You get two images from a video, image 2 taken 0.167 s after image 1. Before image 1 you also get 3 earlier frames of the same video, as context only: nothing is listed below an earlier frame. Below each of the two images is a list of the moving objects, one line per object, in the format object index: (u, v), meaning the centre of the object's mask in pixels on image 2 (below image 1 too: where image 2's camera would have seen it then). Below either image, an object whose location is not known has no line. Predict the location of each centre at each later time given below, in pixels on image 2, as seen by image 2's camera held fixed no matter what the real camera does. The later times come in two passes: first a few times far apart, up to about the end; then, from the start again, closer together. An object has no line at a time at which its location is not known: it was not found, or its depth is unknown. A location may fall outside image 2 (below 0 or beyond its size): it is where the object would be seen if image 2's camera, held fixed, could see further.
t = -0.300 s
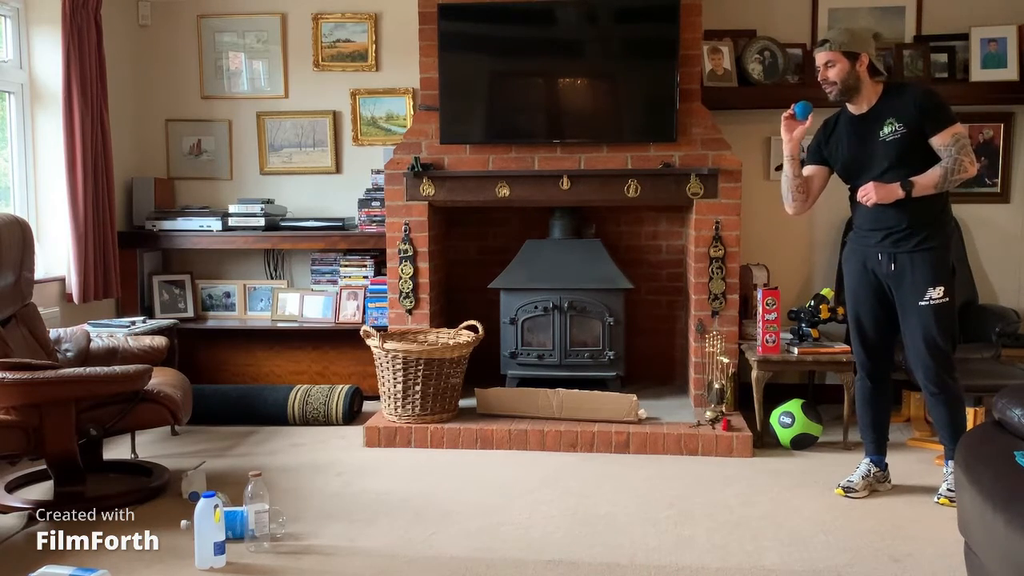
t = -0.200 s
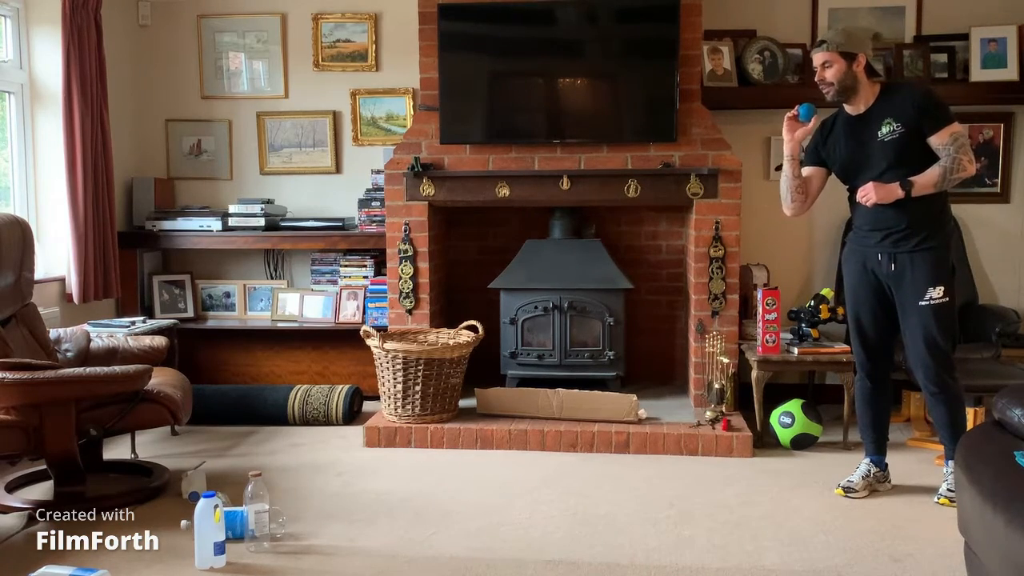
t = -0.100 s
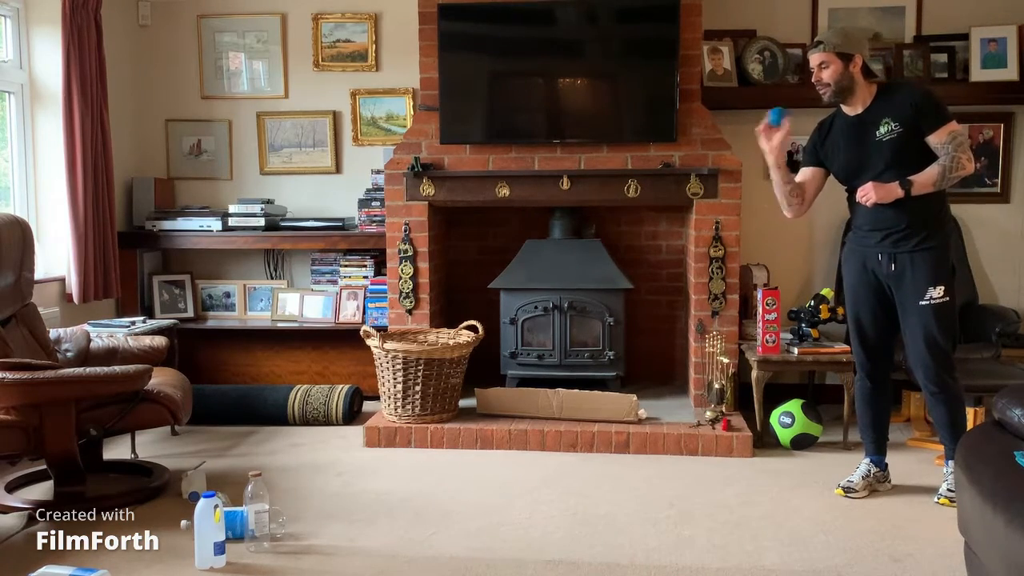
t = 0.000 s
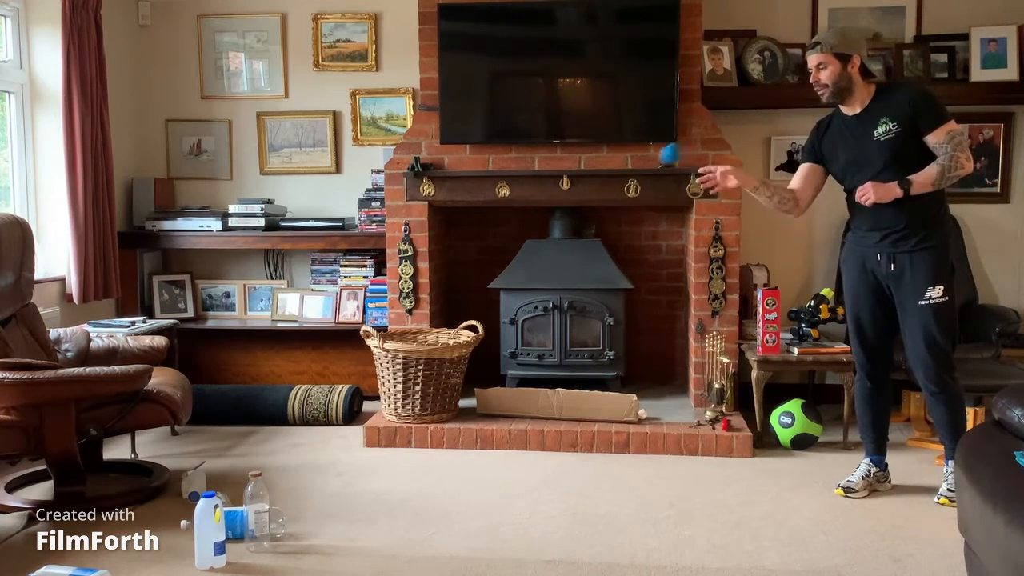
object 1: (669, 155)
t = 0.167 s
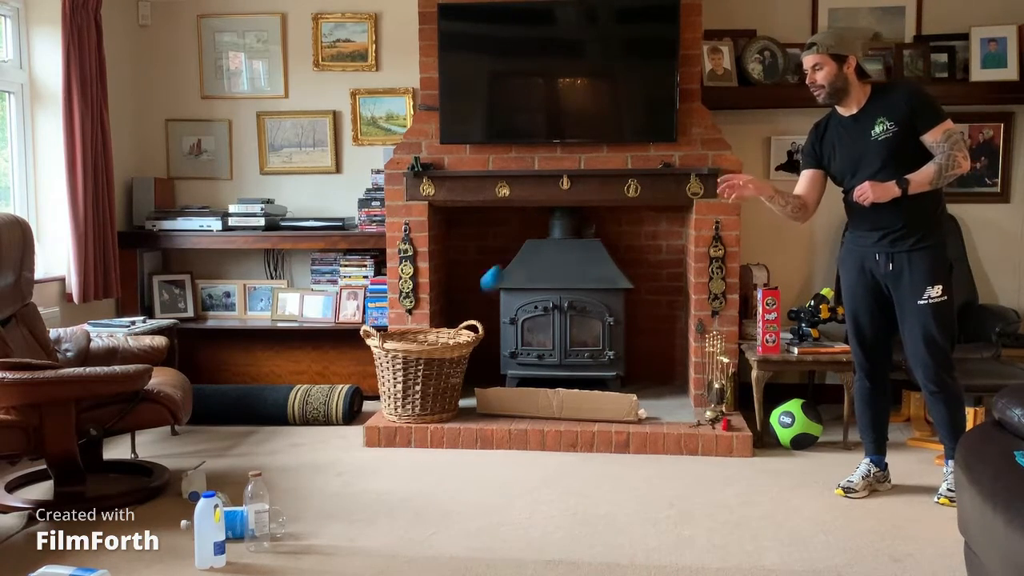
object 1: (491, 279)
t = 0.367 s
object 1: (291, 530)
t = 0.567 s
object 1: (368, 461)
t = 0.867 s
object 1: (493, 559)
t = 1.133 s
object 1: (604, 566)
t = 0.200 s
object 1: (458, 313)
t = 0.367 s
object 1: (291, 530)
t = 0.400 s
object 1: (304, 513)
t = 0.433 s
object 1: (316, 496)
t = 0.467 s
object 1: (329, 483)
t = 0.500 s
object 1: (342, 472)
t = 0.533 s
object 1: (354, 465)
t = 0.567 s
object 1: (368, 461)
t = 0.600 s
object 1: (381, 460)
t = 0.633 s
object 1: (395, 463)
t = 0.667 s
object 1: (408, 469)
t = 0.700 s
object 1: (421, 481)
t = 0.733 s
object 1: (436, 493)
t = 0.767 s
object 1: (450, 510)
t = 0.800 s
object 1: (464, 532)
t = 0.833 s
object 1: (478, 556)
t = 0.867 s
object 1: (493, 559)
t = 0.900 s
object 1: (506, 548)
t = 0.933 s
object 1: (519, 540)
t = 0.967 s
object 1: (533, 535)
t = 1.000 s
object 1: (547, 534)
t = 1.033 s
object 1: (562, 537)
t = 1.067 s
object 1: (575, 543)
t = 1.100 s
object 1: (589, 553)
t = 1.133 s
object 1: (604, 566)
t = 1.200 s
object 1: (633, 571)
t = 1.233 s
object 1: (648, 569)
